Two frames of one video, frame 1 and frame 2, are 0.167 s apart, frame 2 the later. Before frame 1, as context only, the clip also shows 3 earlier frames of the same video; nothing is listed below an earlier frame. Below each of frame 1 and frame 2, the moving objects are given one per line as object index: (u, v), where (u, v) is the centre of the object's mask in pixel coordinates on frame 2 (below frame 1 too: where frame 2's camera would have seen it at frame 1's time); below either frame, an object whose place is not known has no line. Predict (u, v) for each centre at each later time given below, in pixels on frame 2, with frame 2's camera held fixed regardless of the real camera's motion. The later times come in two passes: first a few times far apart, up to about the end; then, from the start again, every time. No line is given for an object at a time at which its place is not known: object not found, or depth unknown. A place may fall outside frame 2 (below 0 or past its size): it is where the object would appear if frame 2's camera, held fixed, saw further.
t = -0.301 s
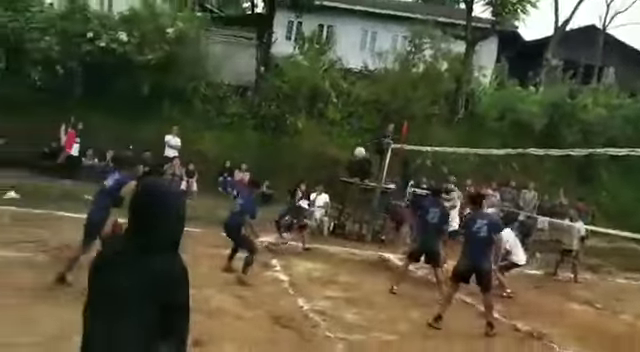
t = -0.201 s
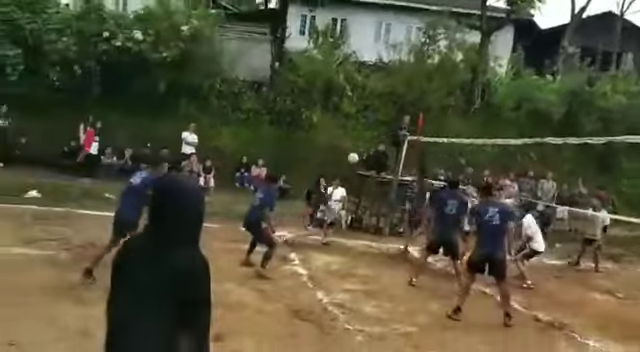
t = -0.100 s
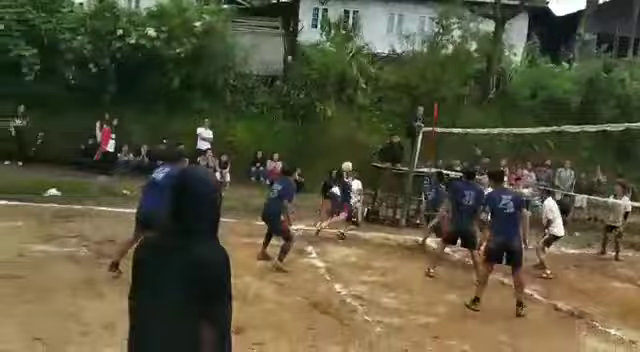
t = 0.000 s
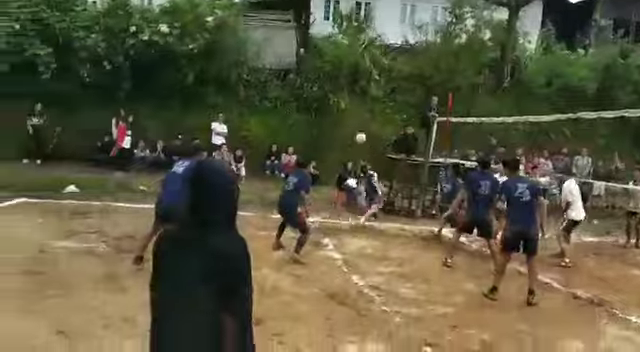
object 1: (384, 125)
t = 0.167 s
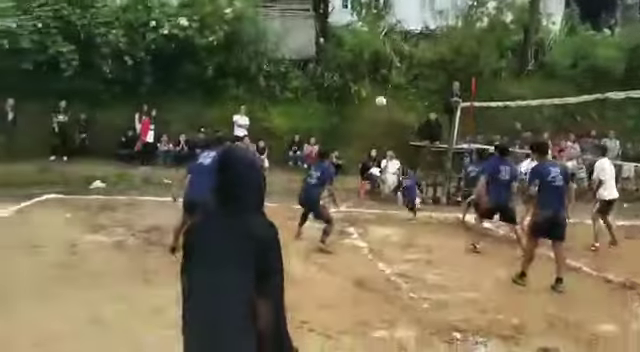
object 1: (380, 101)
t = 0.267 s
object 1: (378, 92)
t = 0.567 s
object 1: (371, 92)
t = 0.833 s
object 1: (363, 125)
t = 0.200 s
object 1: (380, 98)
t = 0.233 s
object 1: (379, 95)
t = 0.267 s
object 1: (378, 92)
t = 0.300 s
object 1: (377, 90)
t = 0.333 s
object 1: (377, 89)
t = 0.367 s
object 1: (376, 88)
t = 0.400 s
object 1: (375, 87)
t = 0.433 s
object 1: (375, 87)
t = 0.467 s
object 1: (374, 87)
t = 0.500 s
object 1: (373, 88)
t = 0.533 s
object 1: (372, 90)
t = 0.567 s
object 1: (371, 92)
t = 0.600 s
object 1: (370, 94)
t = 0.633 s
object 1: (369, 97)
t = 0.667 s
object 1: (368, 100)
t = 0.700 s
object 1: (367, 104)
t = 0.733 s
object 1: (366, 109)
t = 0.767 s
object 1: (365, 114)
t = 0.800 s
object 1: (364, 119)
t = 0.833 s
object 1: (363, 125)
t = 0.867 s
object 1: (362, 132)
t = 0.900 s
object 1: (361, 138)
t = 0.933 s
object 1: (360, 146)
